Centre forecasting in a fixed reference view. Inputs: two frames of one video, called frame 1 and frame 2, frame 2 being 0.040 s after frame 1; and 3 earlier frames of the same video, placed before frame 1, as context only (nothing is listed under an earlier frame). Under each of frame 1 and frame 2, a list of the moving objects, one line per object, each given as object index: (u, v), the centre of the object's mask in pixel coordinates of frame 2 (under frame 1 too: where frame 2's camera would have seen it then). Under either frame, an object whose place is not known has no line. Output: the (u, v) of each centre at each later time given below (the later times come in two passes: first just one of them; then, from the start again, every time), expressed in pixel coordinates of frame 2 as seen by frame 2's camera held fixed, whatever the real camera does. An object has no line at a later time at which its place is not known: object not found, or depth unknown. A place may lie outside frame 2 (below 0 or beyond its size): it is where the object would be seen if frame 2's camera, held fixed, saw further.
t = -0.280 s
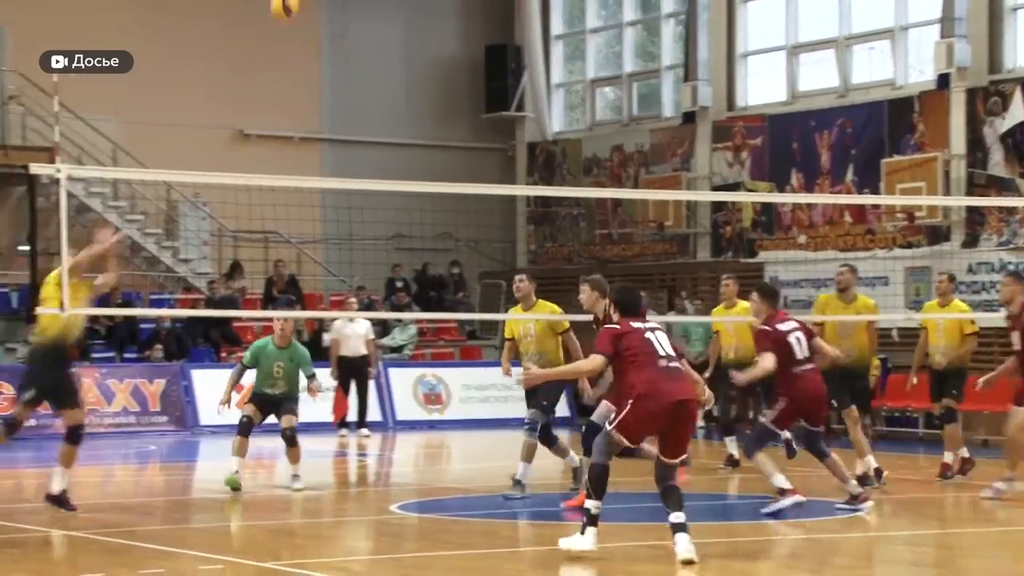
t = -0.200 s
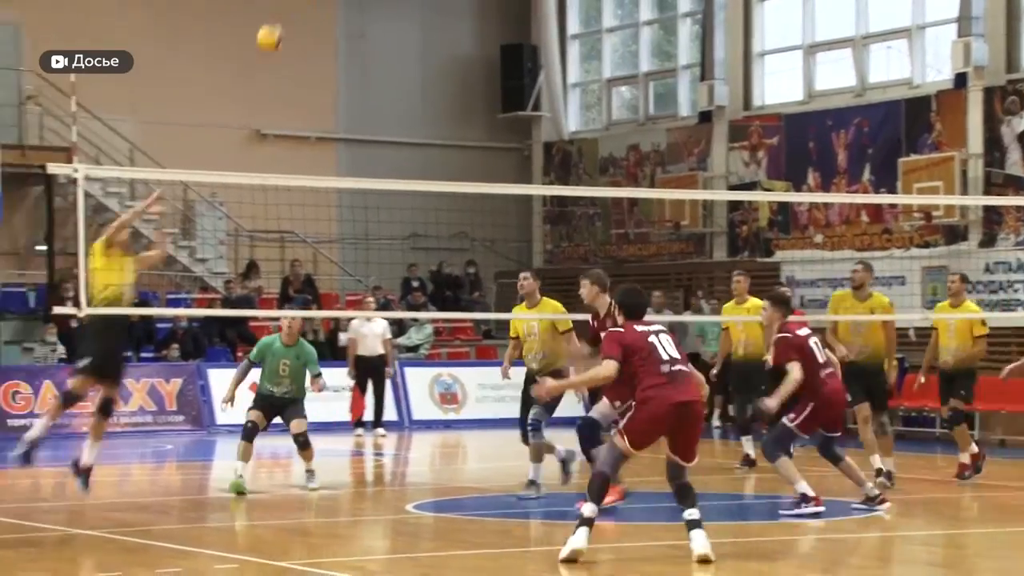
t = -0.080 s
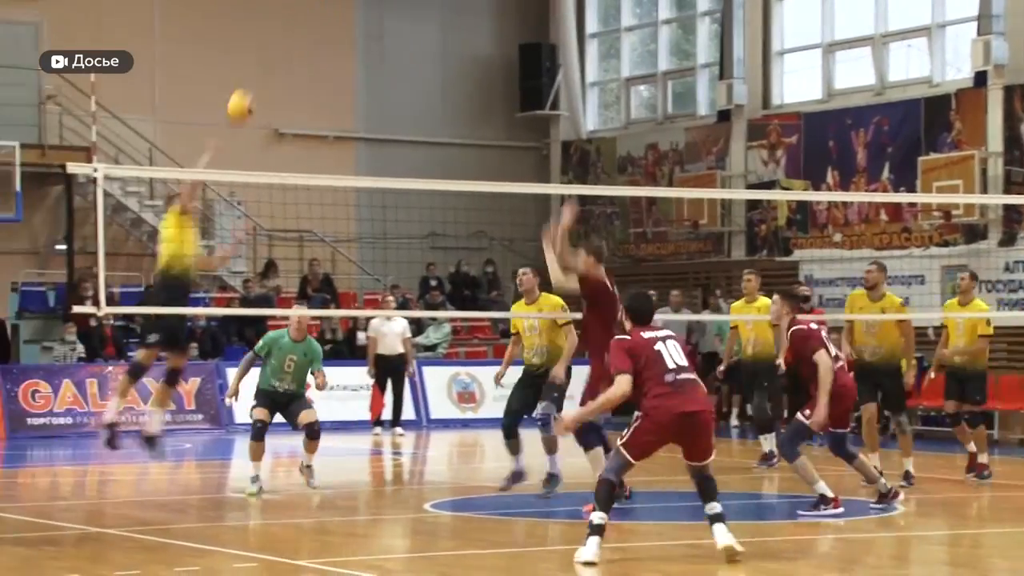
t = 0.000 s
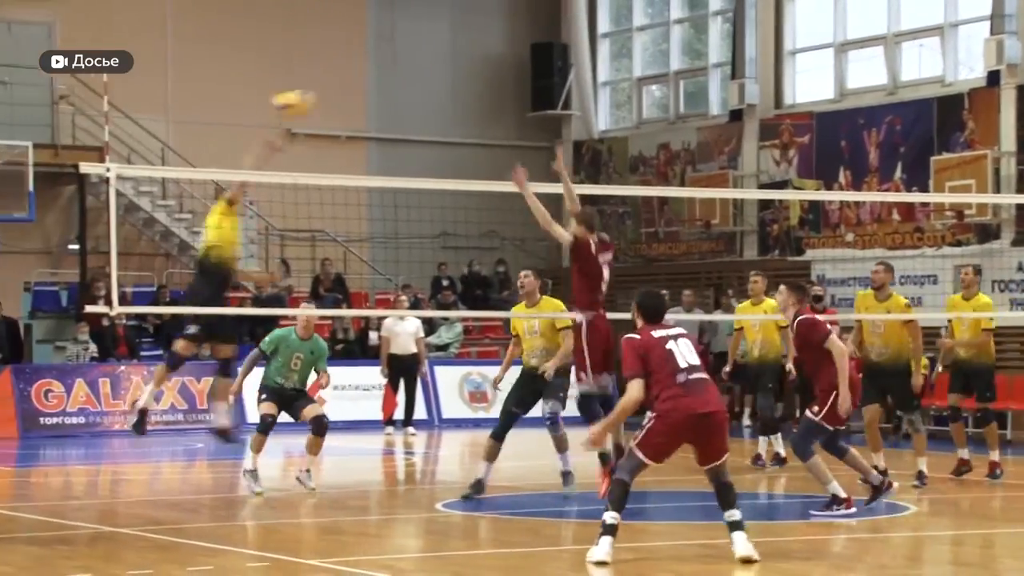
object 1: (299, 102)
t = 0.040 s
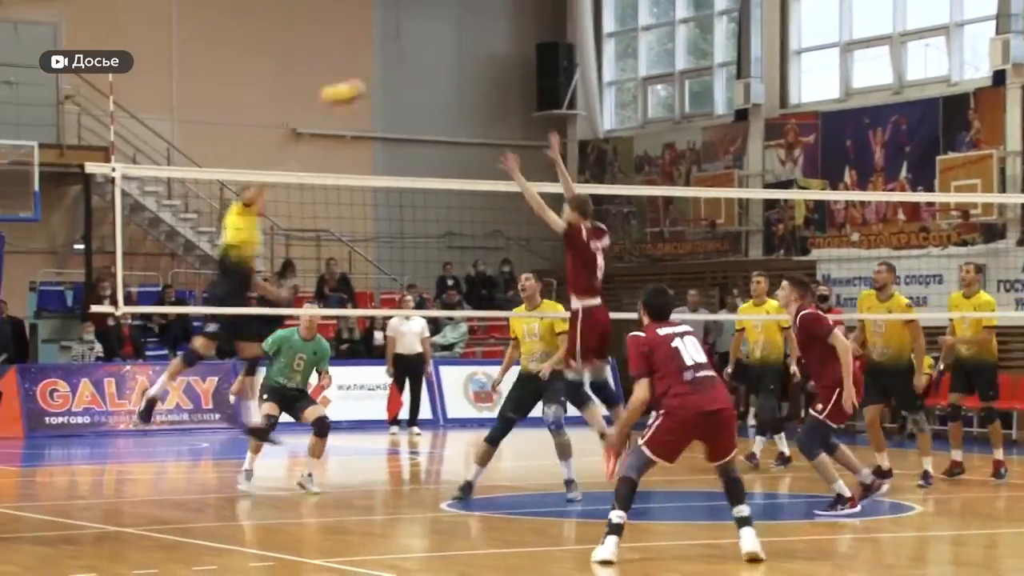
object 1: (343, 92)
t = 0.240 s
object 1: (581, 70)
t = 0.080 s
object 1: (388, 85)
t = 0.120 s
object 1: (437, 78)
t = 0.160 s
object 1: (487, 74)
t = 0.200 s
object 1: (535, 73)
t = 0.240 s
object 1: (581, 70)
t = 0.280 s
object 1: (630, 71)
